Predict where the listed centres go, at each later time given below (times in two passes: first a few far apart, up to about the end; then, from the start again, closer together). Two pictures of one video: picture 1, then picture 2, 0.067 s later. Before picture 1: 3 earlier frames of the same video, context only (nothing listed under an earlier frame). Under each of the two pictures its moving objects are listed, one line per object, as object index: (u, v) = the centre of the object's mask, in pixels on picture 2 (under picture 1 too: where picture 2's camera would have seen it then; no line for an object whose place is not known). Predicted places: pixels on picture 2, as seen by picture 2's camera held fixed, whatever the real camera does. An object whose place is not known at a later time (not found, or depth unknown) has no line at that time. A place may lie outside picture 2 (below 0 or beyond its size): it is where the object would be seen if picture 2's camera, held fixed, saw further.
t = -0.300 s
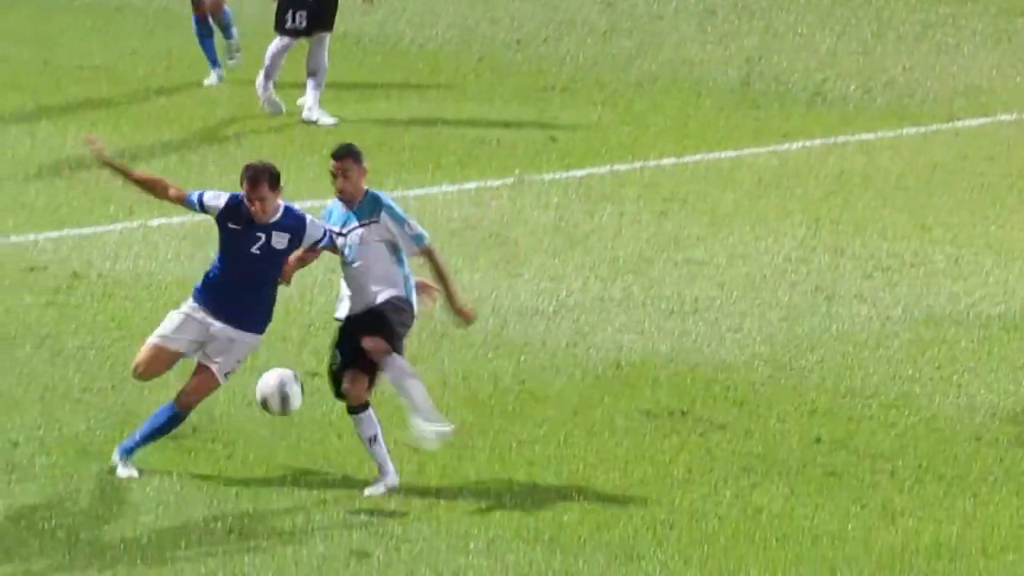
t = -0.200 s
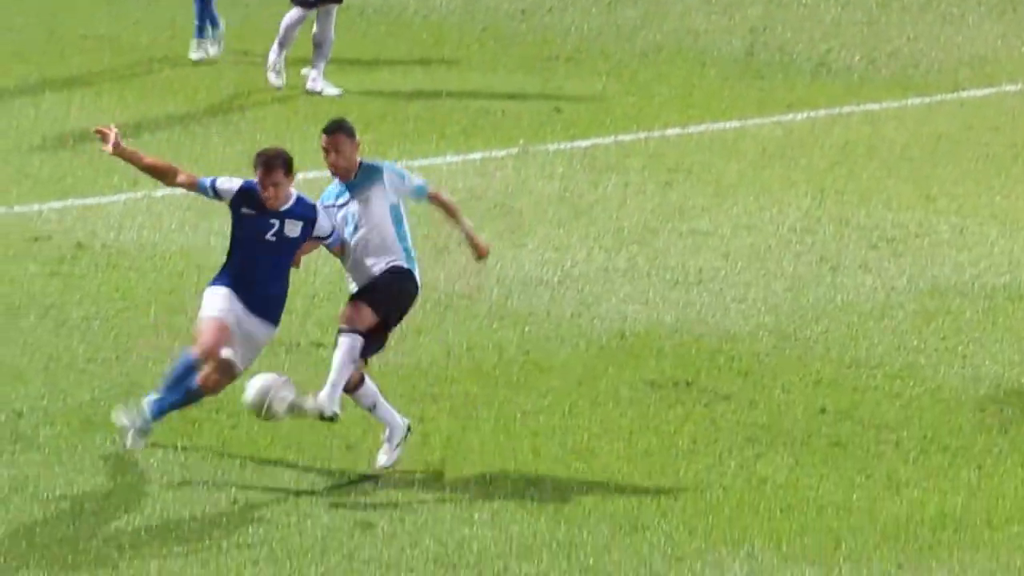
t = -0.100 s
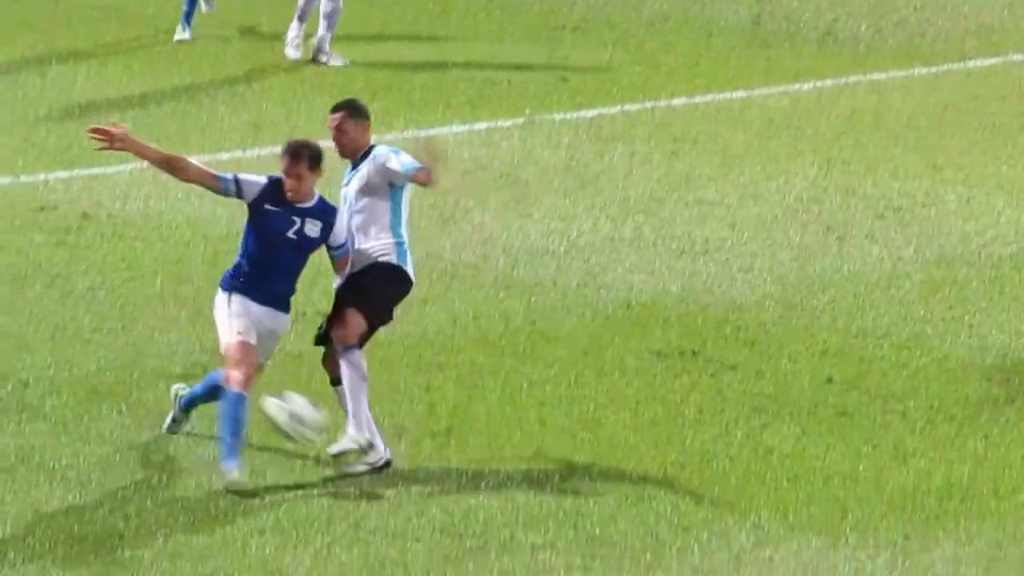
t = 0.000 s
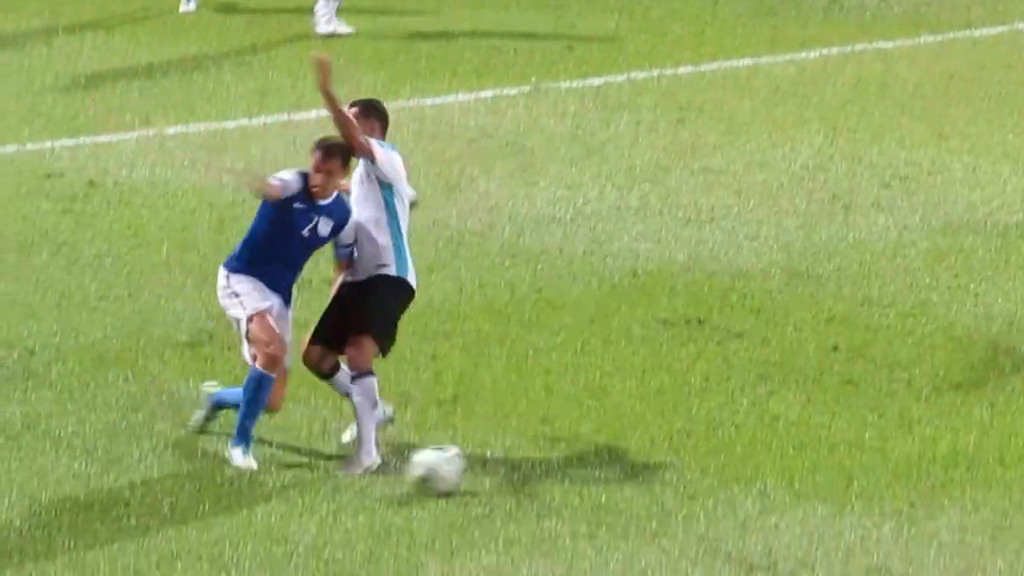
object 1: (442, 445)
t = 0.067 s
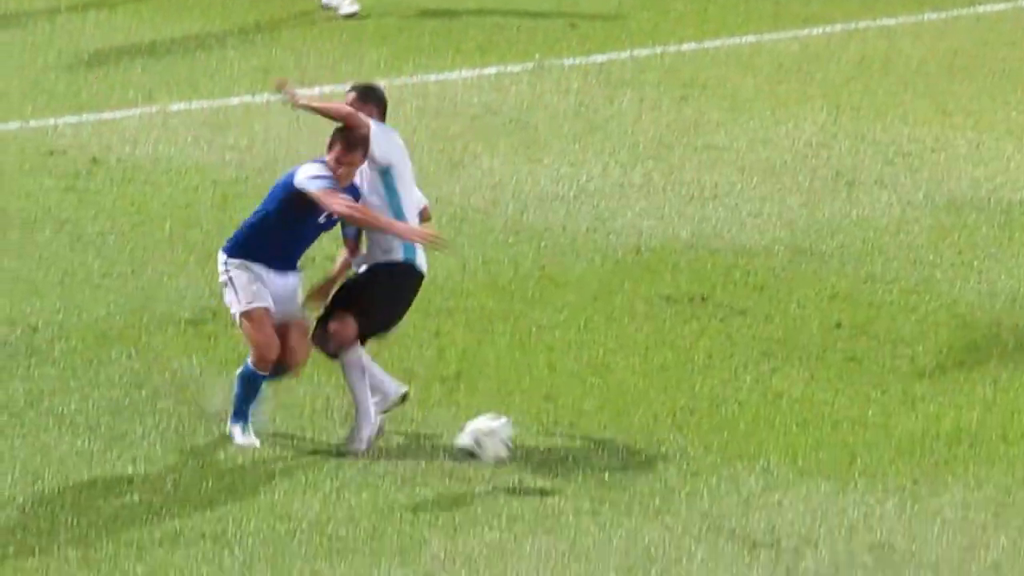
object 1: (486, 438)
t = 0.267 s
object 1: (627, 478)
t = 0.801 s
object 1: (989, 667)
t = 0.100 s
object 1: (509, 440)
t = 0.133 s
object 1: (532, 441)
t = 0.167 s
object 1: (555, 447)
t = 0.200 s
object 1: (578, 455)
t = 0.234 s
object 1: (602, 465)
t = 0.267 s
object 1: (627, 478)
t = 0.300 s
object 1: (650, 495)
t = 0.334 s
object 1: (673, 515)
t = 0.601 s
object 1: (854, 600)
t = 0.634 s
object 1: (876, 614)
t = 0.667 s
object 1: (899, 633)
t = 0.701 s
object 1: (923, 655)
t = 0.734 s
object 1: (943, 662)
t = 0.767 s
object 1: (963, 662)
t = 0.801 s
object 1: (989, 667)
